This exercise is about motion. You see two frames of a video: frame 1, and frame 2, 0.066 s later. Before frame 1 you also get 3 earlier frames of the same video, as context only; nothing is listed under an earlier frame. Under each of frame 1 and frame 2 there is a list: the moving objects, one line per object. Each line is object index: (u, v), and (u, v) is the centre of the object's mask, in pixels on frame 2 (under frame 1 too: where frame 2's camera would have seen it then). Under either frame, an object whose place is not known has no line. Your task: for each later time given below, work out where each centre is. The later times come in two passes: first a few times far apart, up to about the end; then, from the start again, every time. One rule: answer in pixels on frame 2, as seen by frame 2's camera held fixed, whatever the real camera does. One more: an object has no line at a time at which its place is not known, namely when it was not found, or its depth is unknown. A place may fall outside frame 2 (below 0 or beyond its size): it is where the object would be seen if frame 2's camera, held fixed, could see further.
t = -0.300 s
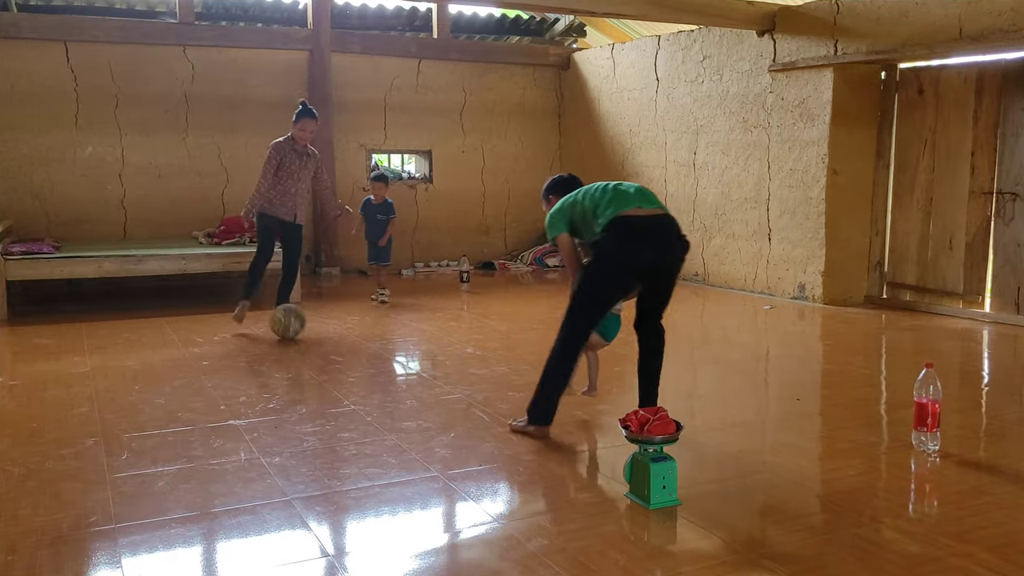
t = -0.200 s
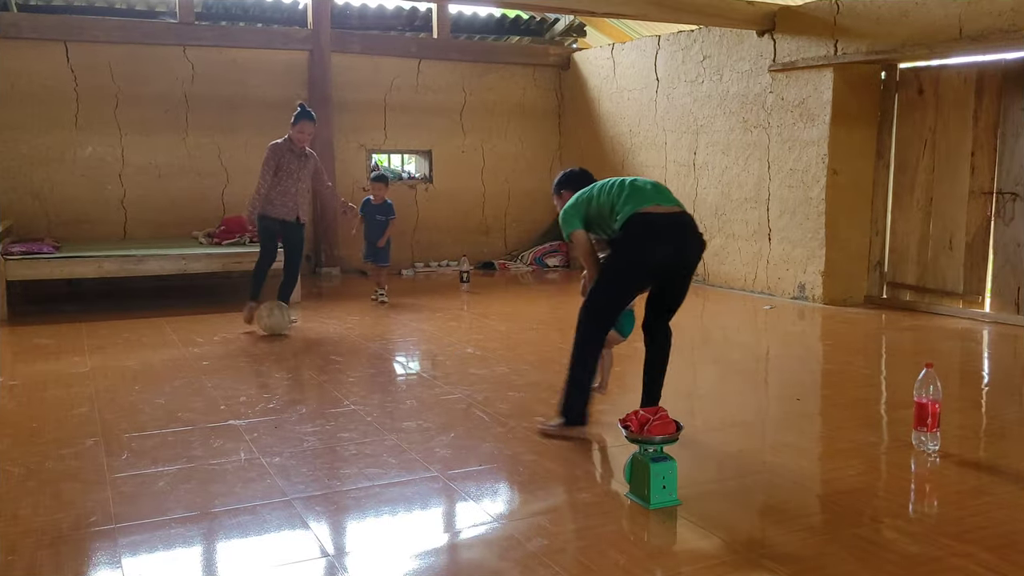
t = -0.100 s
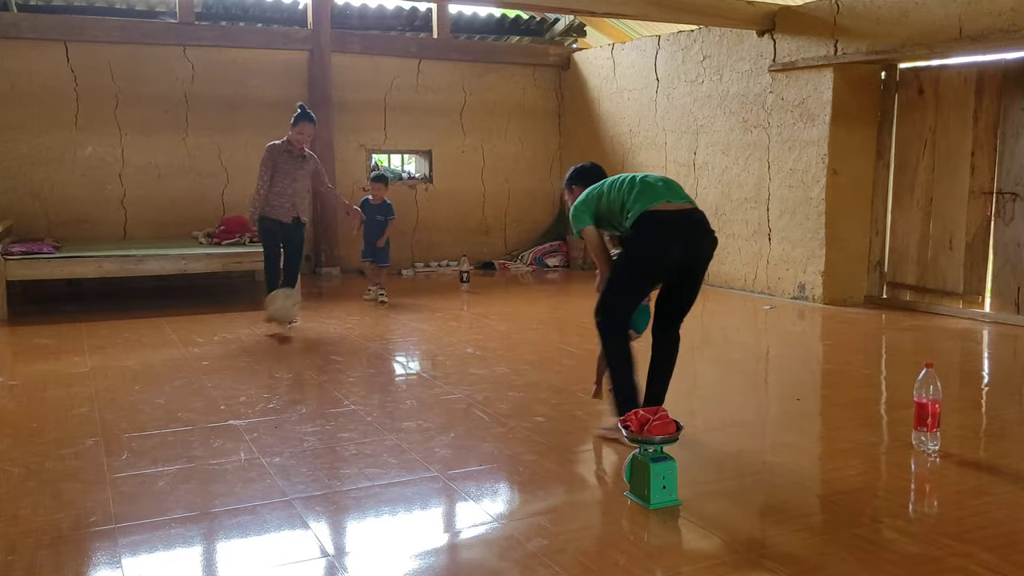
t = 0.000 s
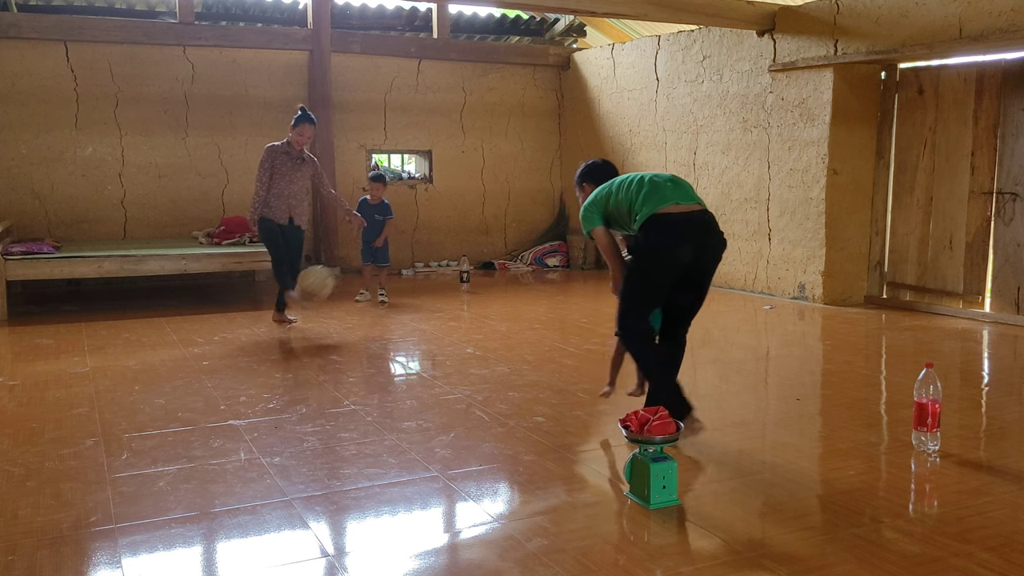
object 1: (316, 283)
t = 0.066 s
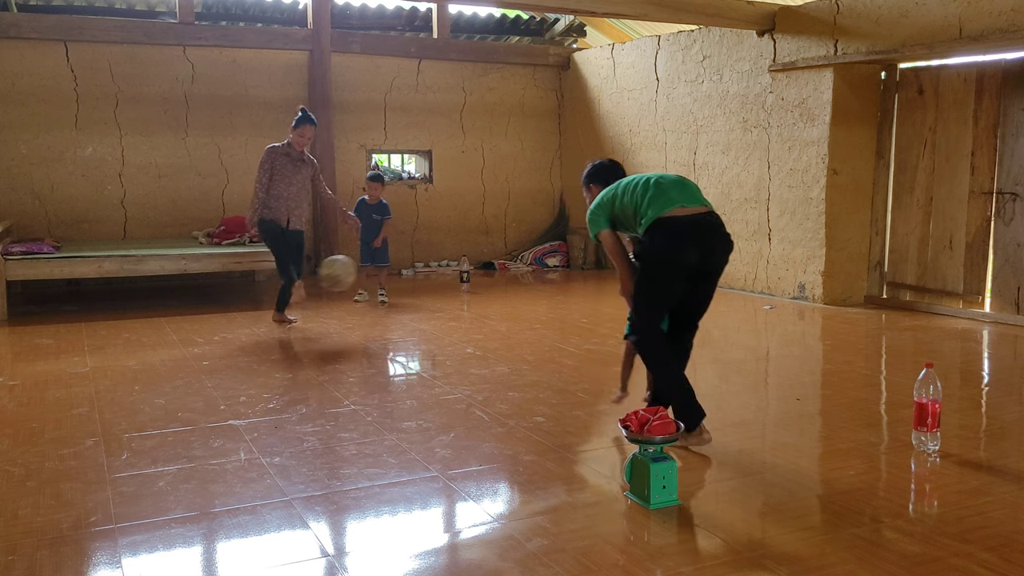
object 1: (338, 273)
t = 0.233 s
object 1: (395, 276)
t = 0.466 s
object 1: (474, 315)
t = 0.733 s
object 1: (538, 307)
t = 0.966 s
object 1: (598, 314)
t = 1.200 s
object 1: (661, 332)
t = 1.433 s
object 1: (721, 341)
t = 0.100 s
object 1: (349, 270)
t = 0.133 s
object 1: (360, 269)
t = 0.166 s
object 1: (372, 270)
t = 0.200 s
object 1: (383, 272)
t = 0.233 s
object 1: (395, 276)
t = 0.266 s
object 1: (406, 280)
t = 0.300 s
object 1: (418, 288)
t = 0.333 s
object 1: (430, 298)
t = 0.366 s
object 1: (444, 310)
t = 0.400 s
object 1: (456, 324)
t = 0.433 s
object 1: (466, 325)
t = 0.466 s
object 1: (474, 315)
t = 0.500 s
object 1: (481, 308)
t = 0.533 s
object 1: (490, 301)
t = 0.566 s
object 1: (497, 298)
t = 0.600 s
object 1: (506, 296)
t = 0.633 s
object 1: (514, 296)
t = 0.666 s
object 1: (521, 298)
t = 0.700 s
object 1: (530, 301)
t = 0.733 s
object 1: (538, 307)
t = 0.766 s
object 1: (546, 314)
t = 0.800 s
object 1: (555, 324)
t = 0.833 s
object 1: (563, 334)
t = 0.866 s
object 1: (571, 328)
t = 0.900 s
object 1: (580, 321)
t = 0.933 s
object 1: (588, 317)
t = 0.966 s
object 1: (598, 314)
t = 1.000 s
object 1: (606, 314)
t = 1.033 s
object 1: (615, 315)
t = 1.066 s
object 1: (624, 318)
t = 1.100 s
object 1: (633, 324)
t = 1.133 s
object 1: (642, 330)
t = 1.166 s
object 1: (652, 338)
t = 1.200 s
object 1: (661, 332)
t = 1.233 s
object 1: (669, 328)
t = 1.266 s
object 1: (678, 326)
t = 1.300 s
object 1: (686, 325)
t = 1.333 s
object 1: (695, 327)
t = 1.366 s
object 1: (704, 330)
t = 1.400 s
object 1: (712, 335)
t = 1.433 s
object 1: (721, 341)
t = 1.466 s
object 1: (731, 337)
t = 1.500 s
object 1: (740, 334)
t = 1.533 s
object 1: (749, 333)
